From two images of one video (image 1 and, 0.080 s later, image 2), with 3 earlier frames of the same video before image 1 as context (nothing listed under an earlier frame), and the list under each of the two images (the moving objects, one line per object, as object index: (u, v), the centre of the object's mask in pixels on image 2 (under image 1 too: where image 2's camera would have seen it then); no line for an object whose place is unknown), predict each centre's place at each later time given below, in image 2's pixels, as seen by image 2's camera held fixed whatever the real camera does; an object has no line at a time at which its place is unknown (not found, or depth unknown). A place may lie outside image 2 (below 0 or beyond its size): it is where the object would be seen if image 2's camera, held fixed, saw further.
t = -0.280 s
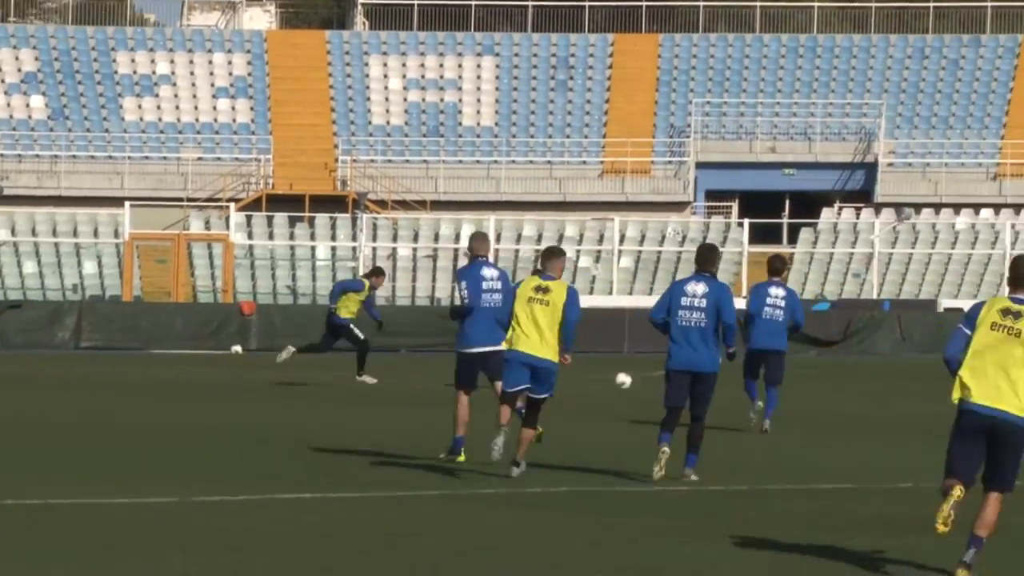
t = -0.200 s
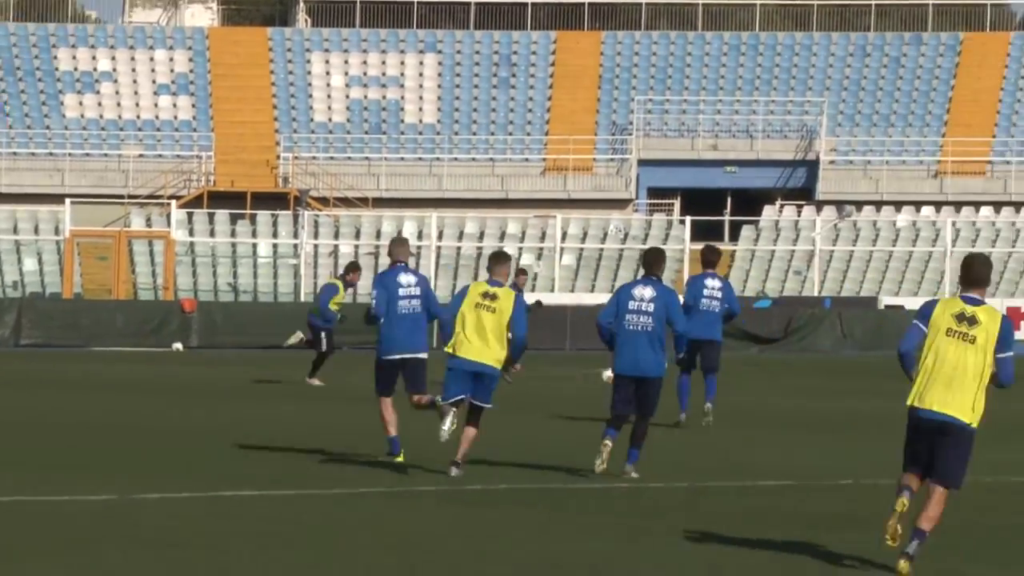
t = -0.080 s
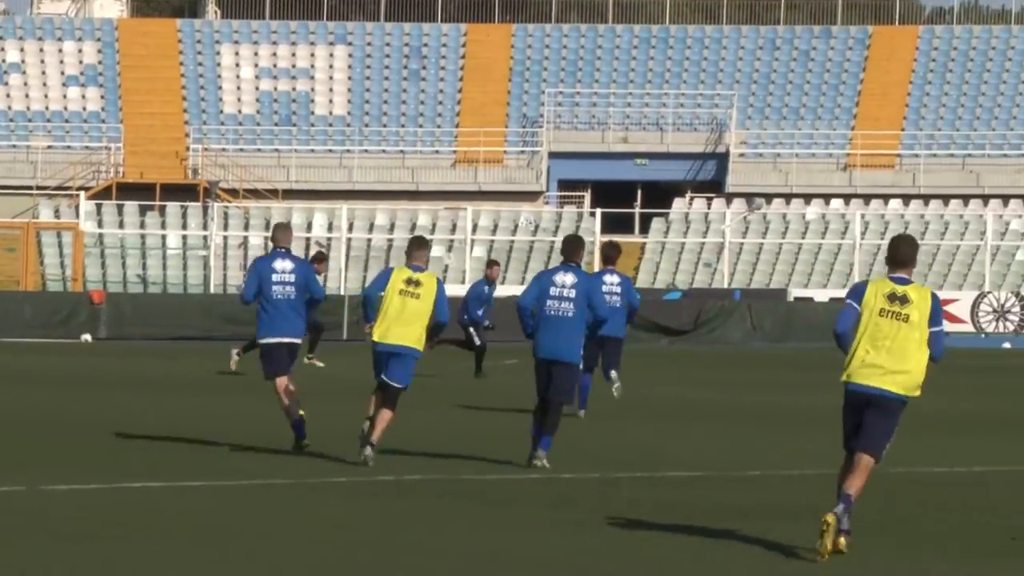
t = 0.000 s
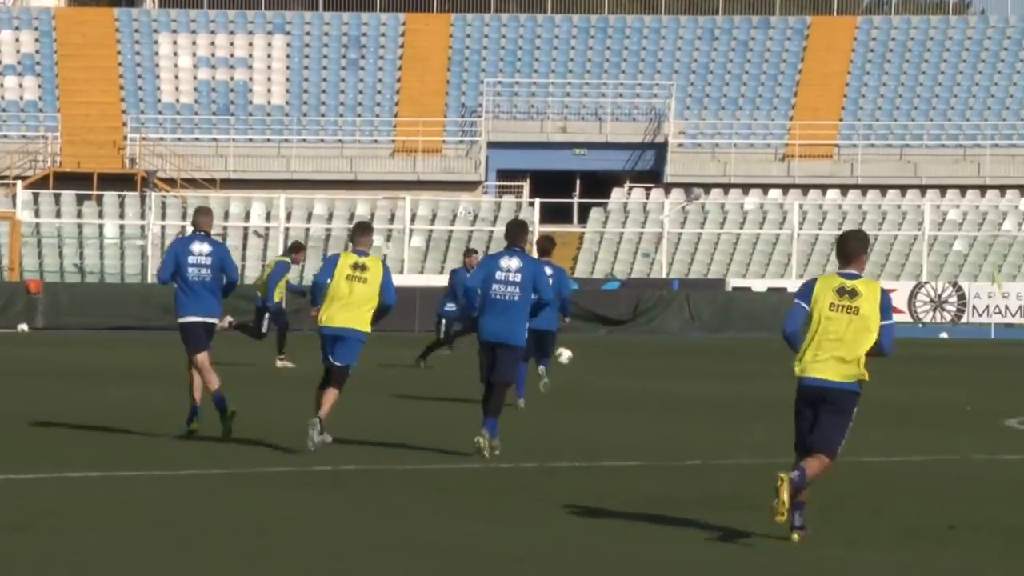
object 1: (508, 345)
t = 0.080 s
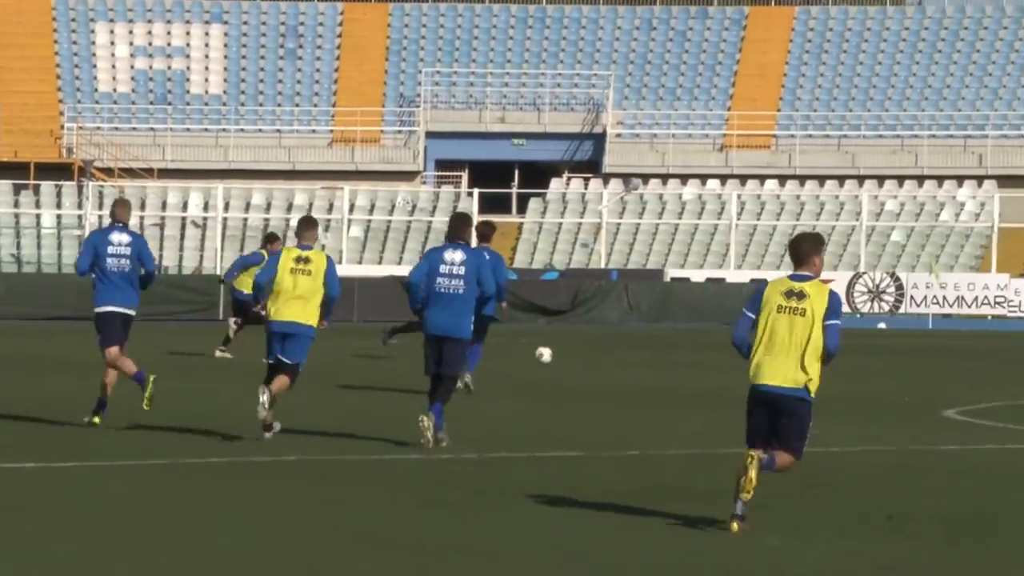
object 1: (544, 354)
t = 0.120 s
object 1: (558, 353)
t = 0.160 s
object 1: (573, 350)
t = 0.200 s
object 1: (588, 347)
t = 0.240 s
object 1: (603, 346)
